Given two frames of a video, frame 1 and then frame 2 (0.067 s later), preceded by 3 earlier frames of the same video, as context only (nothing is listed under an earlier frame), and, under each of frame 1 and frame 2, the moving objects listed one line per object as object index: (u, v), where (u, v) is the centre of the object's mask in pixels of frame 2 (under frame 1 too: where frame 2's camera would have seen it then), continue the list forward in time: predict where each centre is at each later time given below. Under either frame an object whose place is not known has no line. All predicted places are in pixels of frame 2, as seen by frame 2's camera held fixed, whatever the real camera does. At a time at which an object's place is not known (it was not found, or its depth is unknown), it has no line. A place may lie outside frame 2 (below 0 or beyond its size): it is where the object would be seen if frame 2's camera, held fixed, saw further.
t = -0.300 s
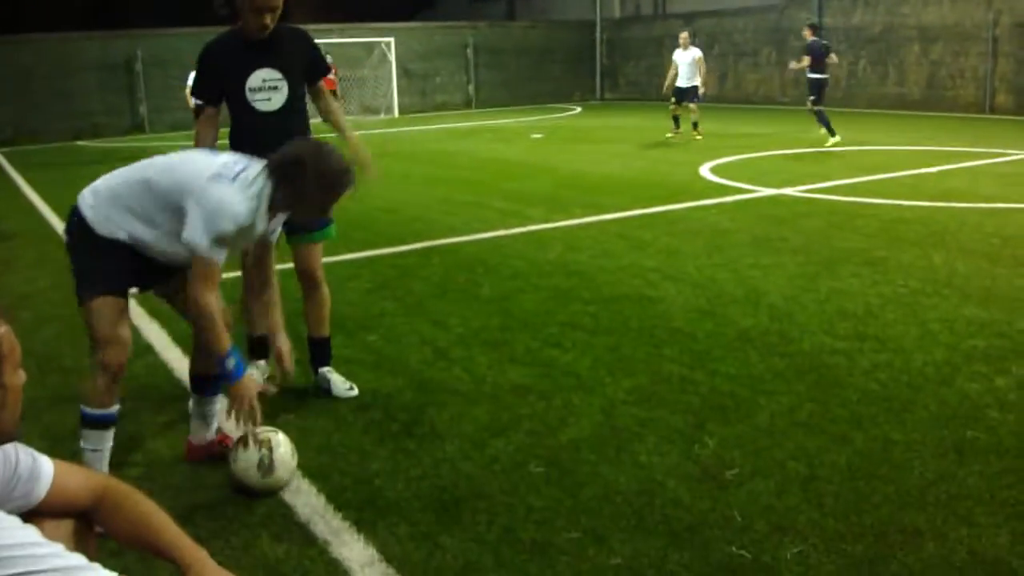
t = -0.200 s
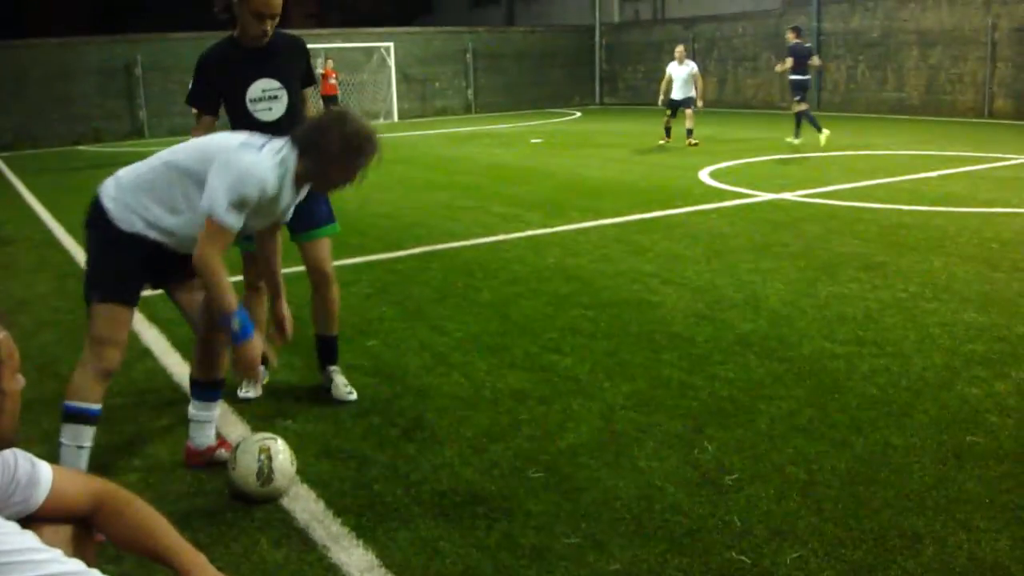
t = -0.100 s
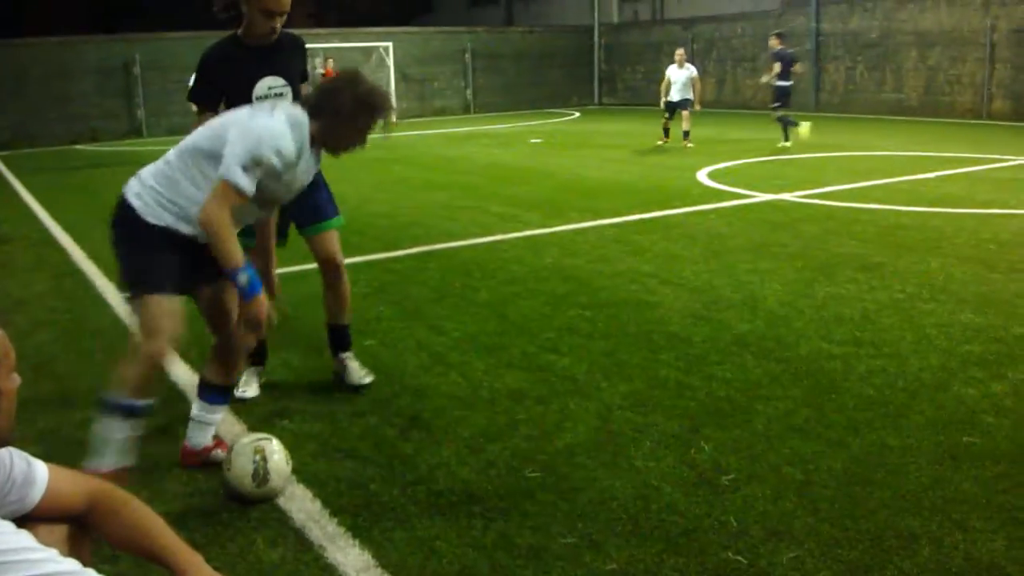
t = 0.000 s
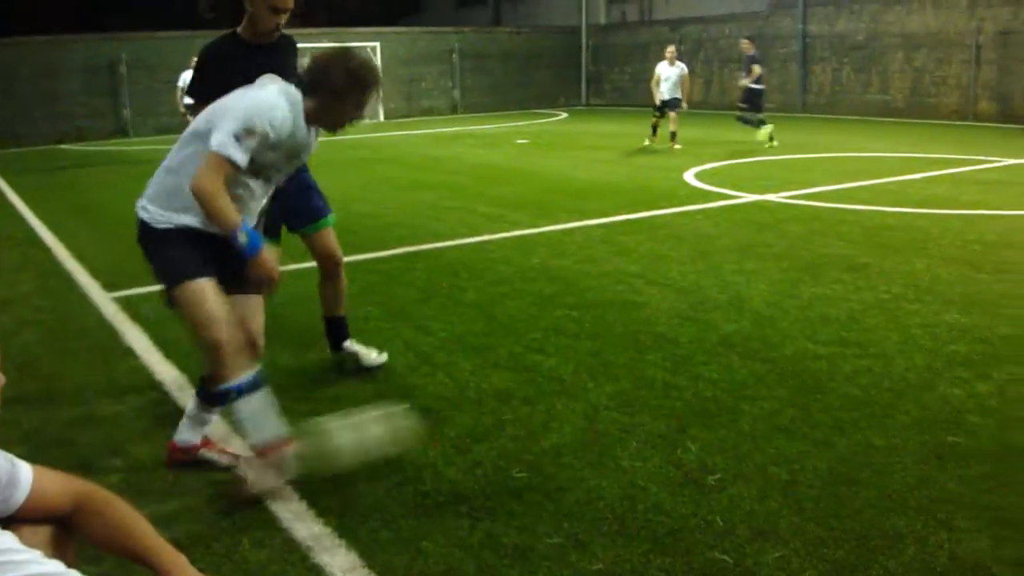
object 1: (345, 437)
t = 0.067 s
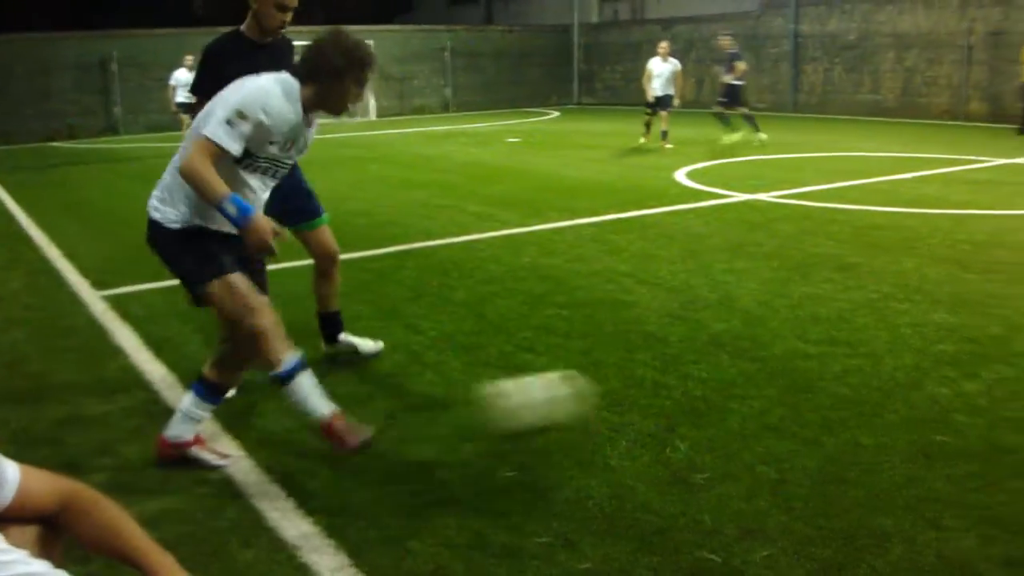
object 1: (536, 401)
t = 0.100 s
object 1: (622, 388)
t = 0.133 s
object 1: (703, 380)
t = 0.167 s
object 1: (781, 372)
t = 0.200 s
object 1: (852, 368)
